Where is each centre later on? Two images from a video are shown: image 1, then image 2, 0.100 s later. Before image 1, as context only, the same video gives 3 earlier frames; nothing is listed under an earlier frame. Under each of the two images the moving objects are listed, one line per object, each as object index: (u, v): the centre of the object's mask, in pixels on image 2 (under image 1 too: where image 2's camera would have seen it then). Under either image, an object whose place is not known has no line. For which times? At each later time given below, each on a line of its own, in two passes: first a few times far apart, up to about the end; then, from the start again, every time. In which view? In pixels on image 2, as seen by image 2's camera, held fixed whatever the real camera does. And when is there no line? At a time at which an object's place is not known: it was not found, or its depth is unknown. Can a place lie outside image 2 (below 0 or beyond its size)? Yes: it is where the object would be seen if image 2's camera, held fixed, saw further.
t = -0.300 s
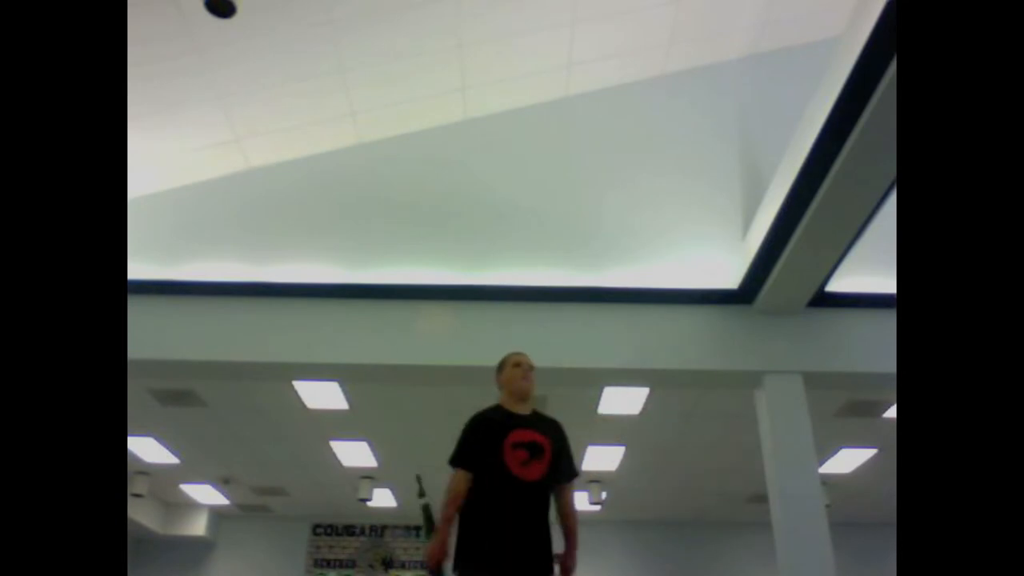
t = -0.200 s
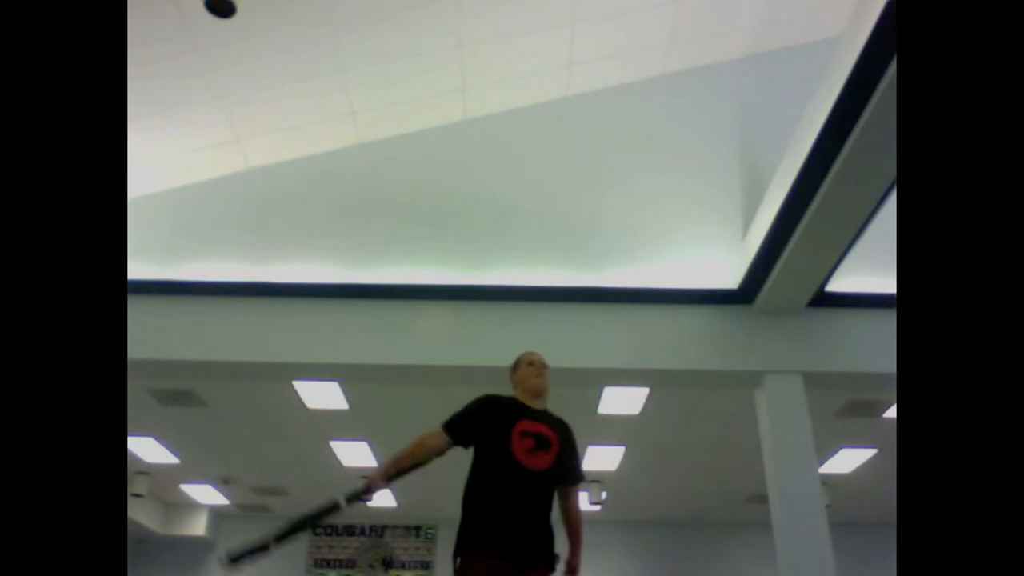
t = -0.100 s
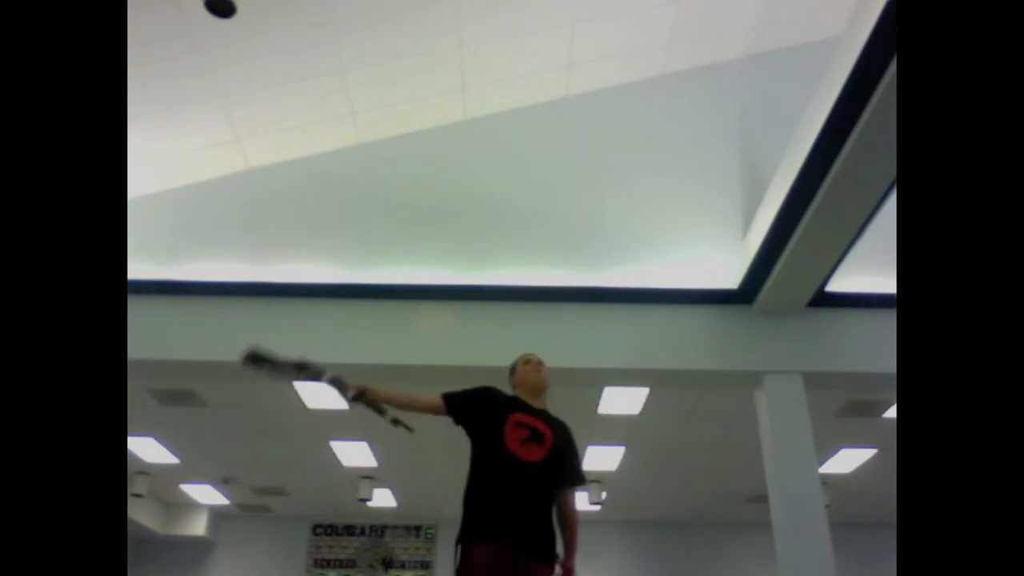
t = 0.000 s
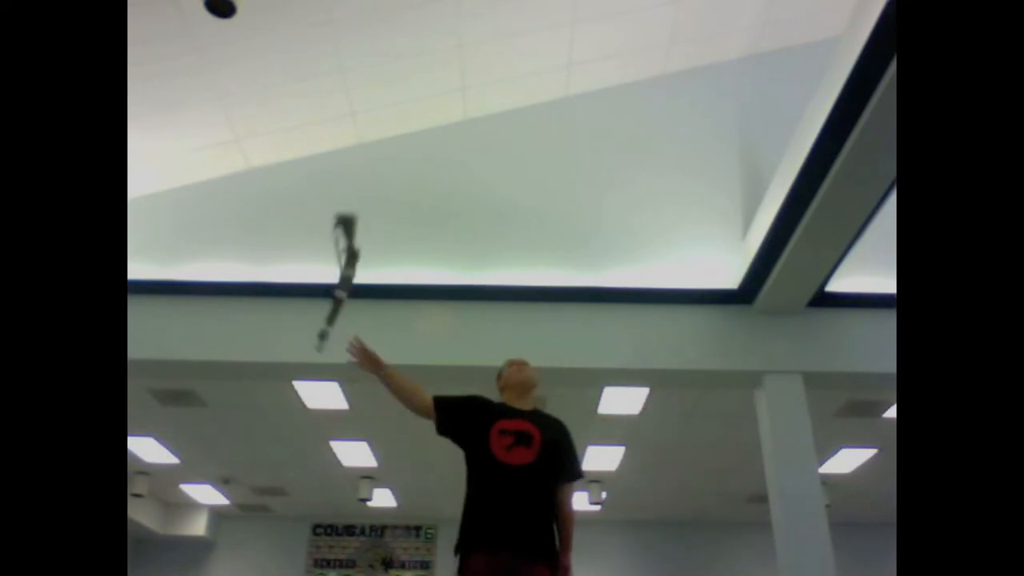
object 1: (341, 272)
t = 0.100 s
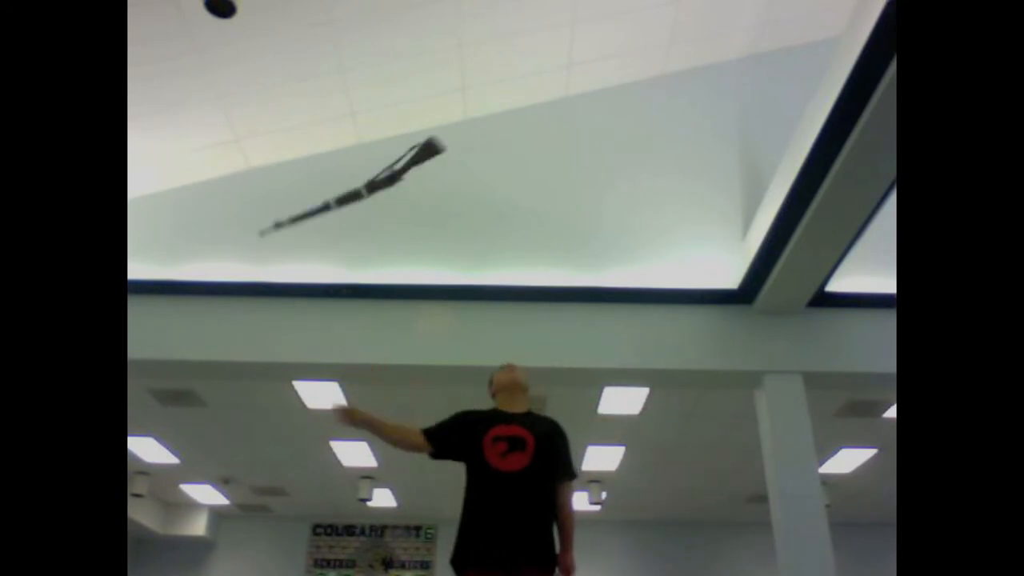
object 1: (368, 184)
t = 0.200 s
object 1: (398, 123)
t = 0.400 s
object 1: (398, 57)
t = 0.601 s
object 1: (421, 22)
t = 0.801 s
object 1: (445, 41)
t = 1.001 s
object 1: (460, 148)
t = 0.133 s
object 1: (377, 161)
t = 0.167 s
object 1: (388, 141)
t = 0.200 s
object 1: (398, 123)
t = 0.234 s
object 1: (406, 110)
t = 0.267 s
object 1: (409, 98)
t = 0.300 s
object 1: (407, 88)
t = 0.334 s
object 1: (403, 79)
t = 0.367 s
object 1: (399, 68)
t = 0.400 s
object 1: (398, 57)
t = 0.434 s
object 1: (399, 48)
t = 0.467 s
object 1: (401, 40)
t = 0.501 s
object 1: (406, 33)
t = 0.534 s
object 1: (412, 28)
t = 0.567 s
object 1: (416, 24)
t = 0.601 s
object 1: (421, 22)
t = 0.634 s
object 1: (426, 22)
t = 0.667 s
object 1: (430, 27)
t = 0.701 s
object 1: (429, 33)
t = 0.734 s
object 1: (429, 36)
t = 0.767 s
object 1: (437, 36)
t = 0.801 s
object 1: (445, 41)
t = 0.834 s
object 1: (455, 49)
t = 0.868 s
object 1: (464, 61)
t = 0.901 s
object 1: (470, 77)
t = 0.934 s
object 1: (472, 98)
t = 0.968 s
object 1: (469, 123)
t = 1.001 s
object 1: (460, 148)
